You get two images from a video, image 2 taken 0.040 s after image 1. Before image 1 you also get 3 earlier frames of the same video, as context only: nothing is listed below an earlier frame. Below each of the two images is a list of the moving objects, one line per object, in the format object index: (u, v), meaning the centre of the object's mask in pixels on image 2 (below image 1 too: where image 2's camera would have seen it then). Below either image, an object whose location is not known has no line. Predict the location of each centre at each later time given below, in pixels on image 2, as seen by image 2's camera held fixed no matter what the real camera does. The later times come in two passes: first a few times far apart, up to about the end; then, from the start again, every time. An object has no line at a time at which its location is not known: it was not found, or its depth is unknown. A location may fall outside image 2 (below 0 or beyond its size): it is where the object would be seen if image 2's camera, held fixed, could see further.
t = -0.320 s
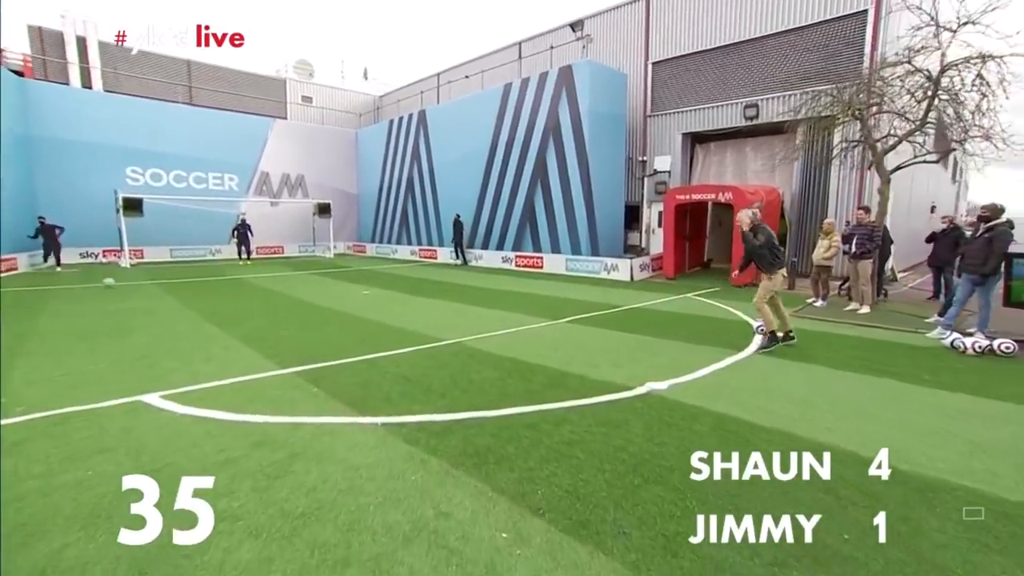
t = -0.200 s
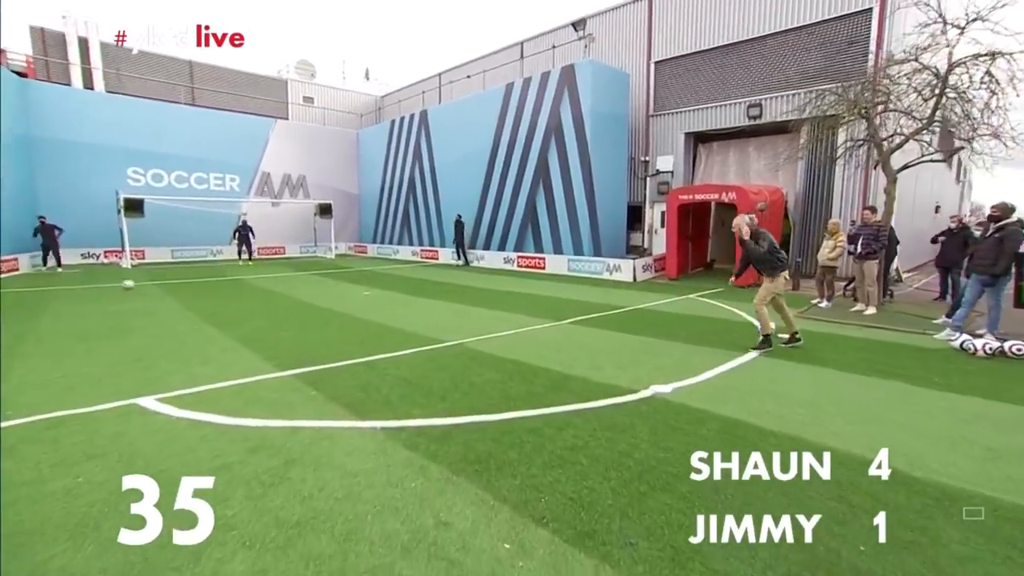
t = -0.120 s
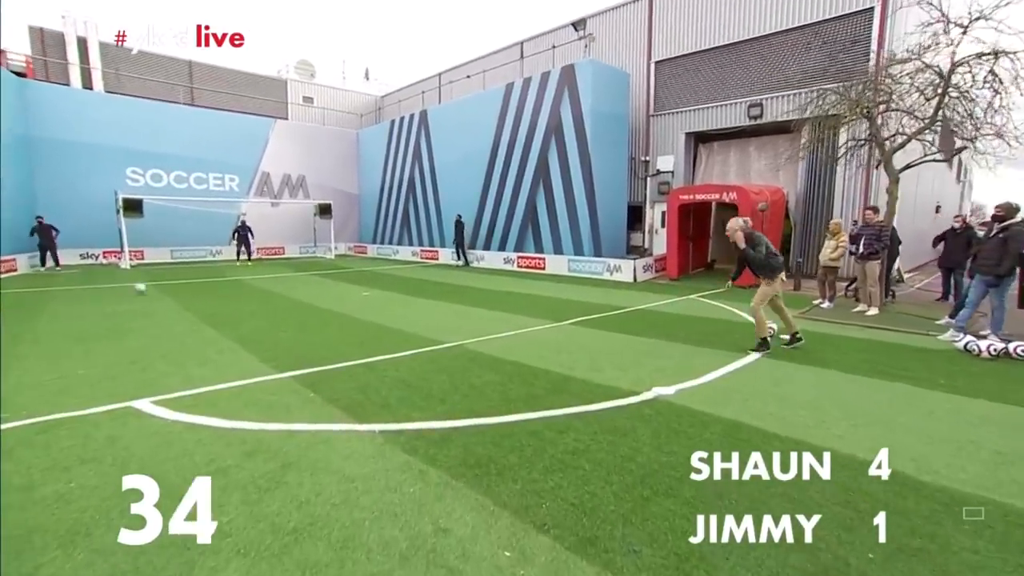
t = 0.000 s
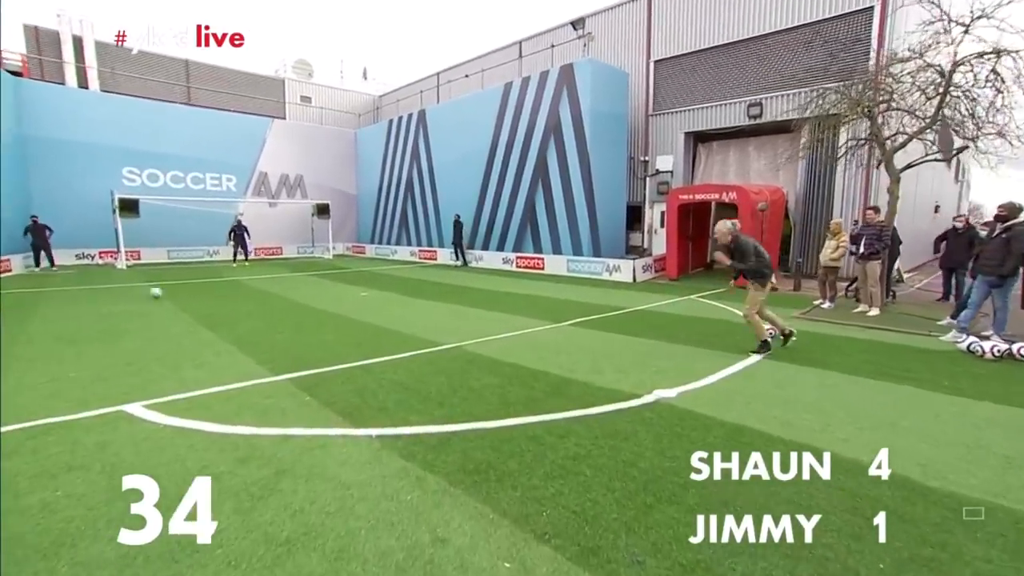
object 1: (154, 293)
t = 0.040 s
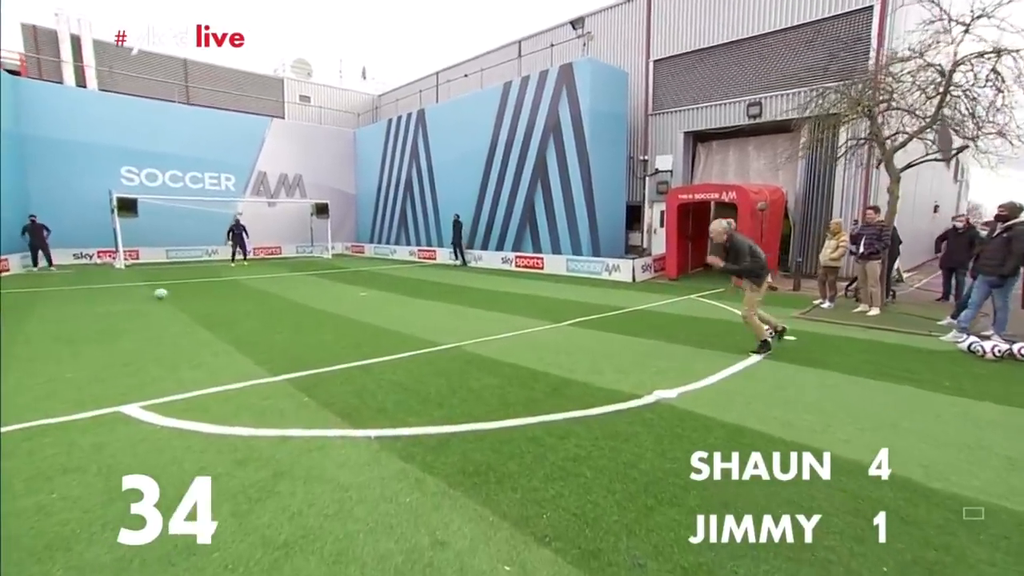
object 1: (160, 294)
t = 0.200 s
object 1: (188, 300)
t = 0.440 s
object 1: (233, 308)
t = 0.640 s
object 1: (277, 315)
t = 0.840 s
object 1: (326, 322)
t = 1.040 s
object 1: (389, 331)
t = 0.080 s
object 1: (168, 296)
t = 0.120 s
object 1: (175, 298)
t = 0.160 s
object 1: (181, 299)
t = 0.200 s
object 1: (188, 300)
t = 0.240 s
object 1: (195, 302)
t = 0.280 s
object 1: (202, 304)
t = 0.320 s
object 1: (210, 305)
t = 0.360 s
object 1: (217, 306)
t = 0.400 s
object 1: (226, 307)
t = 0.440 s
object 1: (233, 308)
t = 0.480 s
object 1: (241, 310)
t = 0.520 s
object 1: (250, 312)
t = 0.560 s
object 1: (258, 312)
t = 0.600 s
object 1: (267, 313)
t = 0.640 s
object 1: (277, 315)
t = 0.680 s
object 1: (286, 317)
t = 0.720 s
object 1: (297, 317)
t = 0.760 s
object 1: (306, 318)
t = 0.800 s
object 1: (317, 320)
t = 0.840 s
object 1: (326, 322)
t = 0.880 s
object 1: (338, 325)
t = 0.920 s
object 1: (351, 325)
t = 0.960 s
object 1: (363, 326)
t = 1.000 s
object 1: (376, 329)
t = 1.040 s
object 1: (389, 331)
